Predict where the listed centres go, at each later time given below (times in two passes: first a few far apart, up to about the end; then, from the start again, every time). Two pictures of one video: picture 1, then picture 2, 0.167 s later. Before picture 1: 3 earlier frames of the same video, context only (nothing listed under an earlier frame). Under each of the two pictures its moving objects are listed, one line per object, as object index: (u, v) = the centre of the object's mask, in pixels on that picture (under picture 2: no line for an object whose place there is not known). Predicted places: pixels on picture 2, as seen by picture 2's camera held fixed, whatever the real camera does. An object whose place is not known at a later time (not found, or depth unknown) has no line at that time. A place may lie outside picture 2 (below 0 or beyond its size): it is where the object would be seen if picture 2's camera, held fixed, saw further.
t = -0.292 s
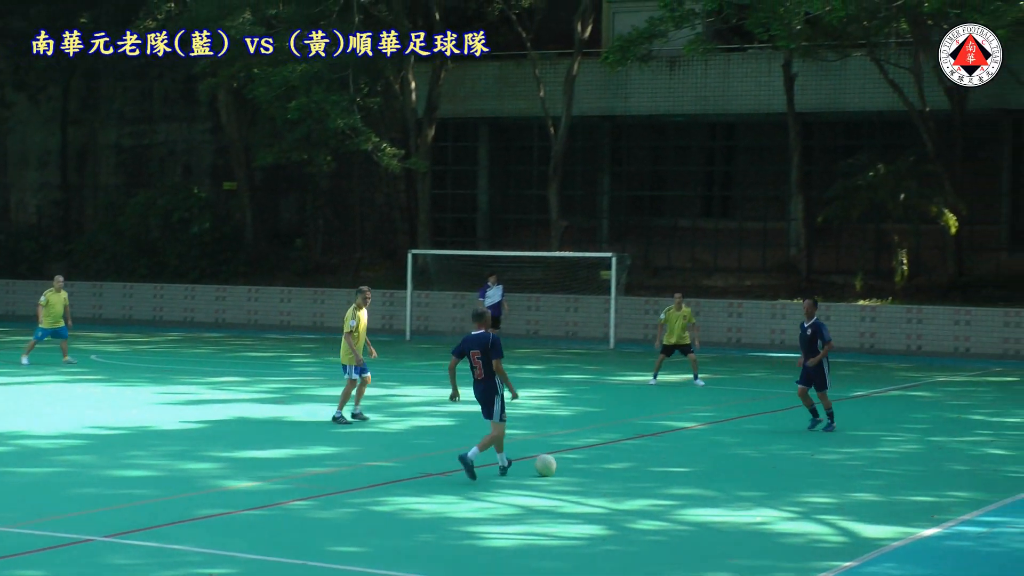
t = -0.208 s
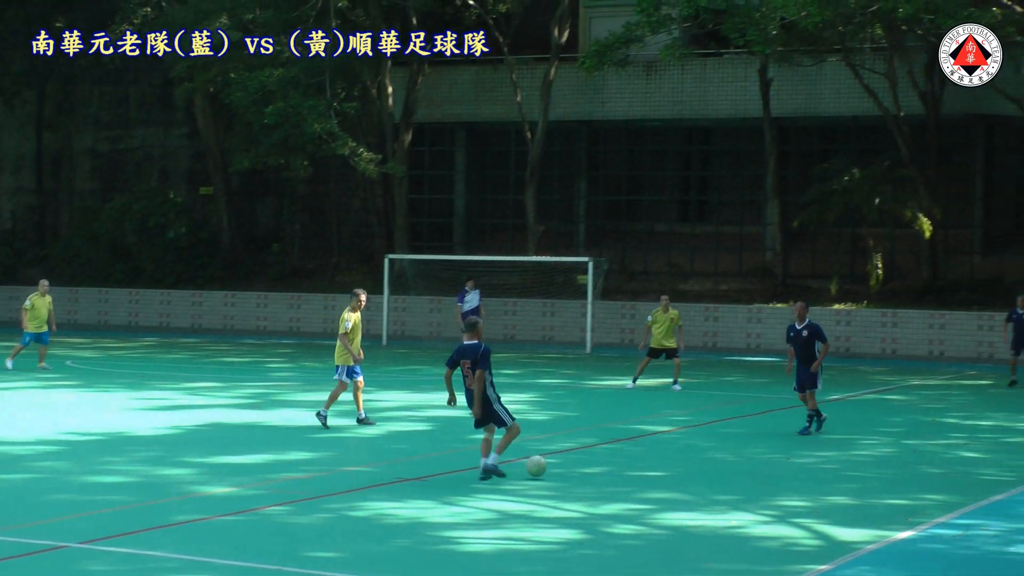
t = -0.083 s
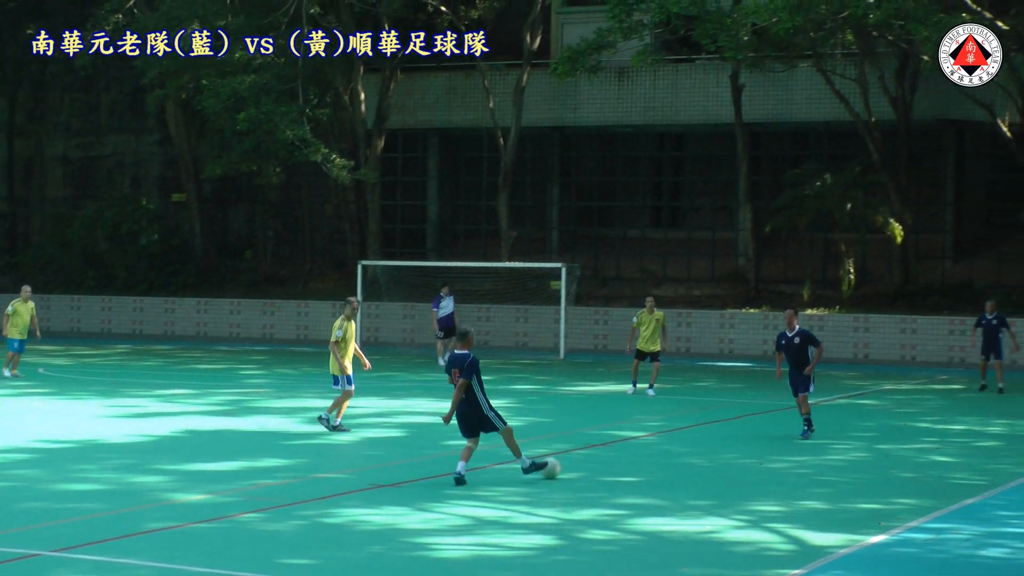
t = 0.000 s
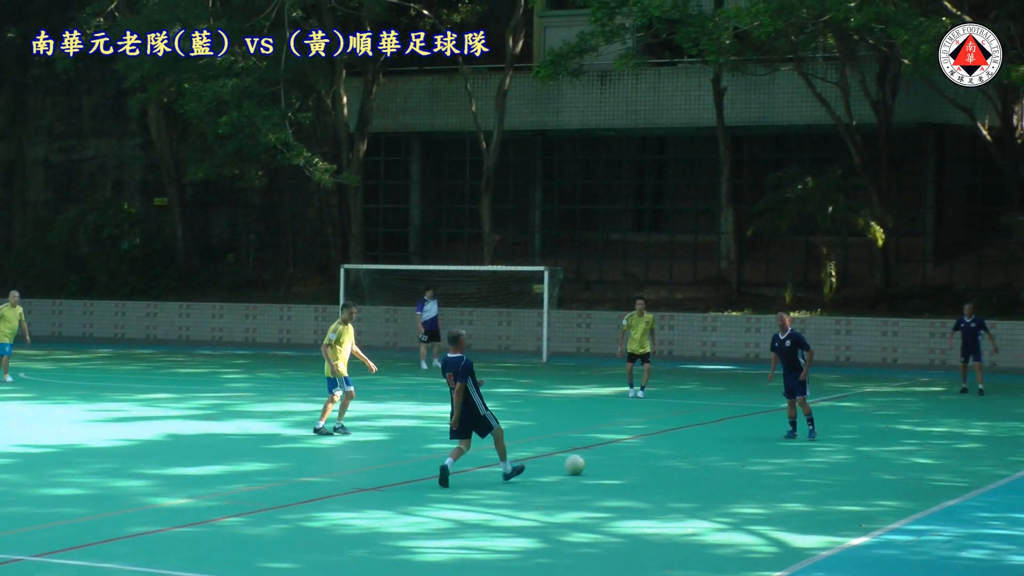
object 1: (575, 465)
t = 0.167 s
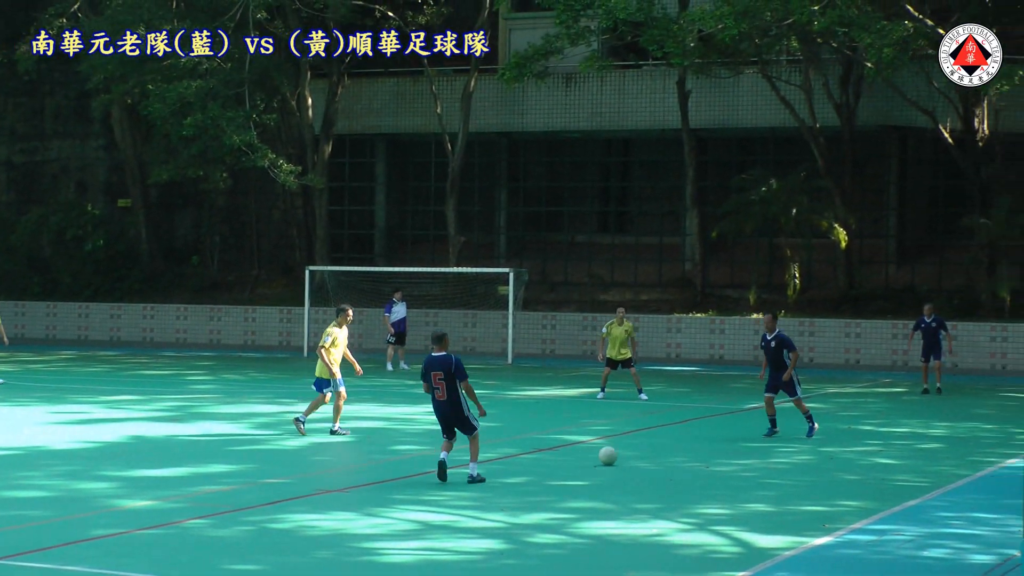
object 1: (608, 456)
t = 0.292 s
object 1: (653, 448)
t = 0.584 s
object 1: (719, 437)
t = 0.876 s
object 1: (775, 427)
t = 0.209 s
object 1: (622, 453)
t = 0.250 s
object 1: (641, 450)
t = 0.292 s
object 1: (653, 448)
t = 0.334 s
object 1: (664, 446)
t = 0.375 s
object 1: (674, 444)
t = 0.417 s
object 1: (683, 442)
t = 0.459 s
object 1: (693, 441)
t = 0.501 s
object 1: (702, 439)
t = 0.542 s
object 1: (710, 438)
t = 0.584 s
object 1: (719, 437)
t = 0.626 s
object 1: (726, 434)
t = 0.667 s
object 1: (734, 432)
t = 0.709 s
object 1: (742, 432)
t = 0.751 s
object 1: (753, 429)
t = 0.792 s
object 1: (761, 427)
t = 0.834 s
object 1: (768, 427)
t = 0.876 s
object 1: (775, 427)
